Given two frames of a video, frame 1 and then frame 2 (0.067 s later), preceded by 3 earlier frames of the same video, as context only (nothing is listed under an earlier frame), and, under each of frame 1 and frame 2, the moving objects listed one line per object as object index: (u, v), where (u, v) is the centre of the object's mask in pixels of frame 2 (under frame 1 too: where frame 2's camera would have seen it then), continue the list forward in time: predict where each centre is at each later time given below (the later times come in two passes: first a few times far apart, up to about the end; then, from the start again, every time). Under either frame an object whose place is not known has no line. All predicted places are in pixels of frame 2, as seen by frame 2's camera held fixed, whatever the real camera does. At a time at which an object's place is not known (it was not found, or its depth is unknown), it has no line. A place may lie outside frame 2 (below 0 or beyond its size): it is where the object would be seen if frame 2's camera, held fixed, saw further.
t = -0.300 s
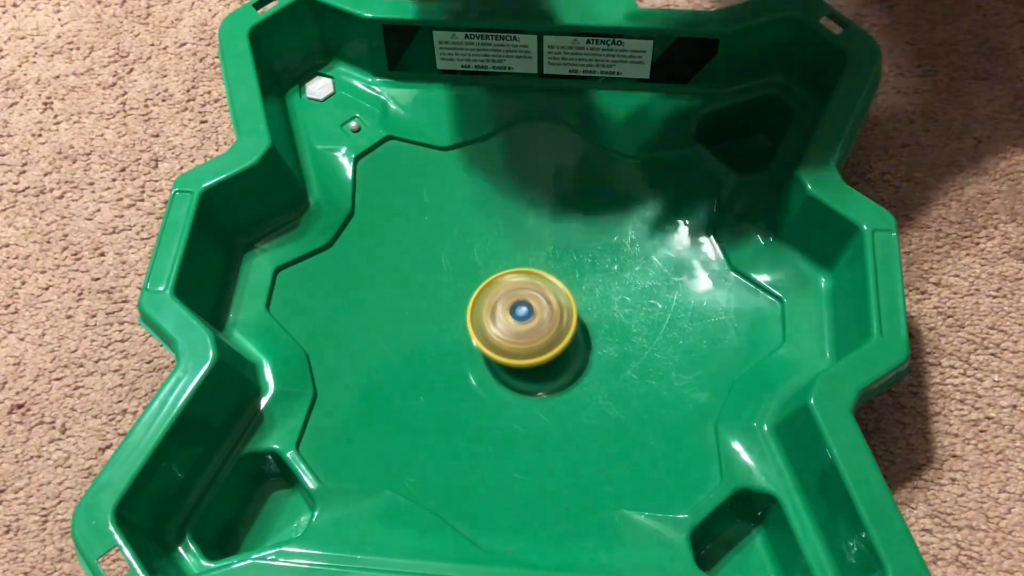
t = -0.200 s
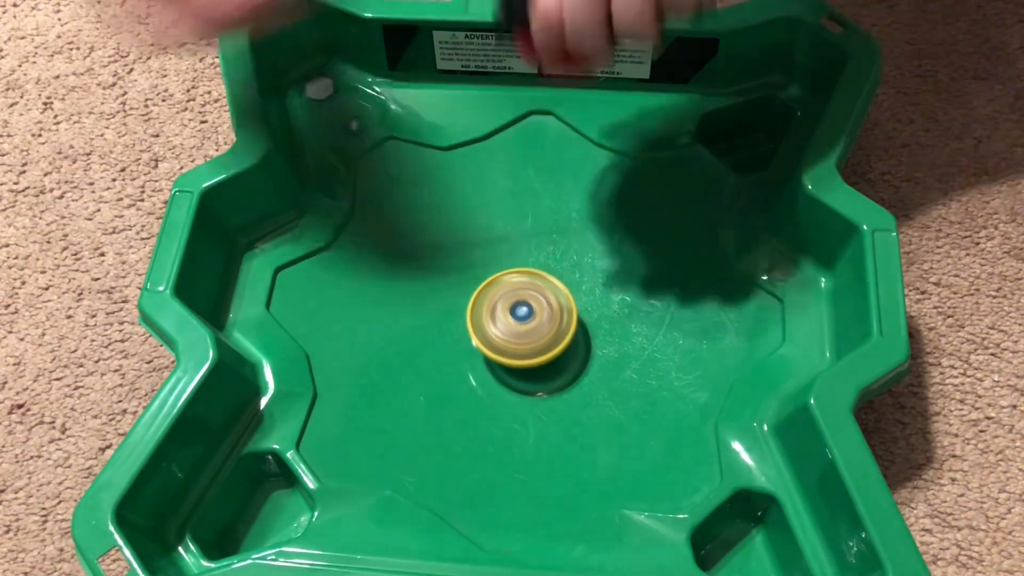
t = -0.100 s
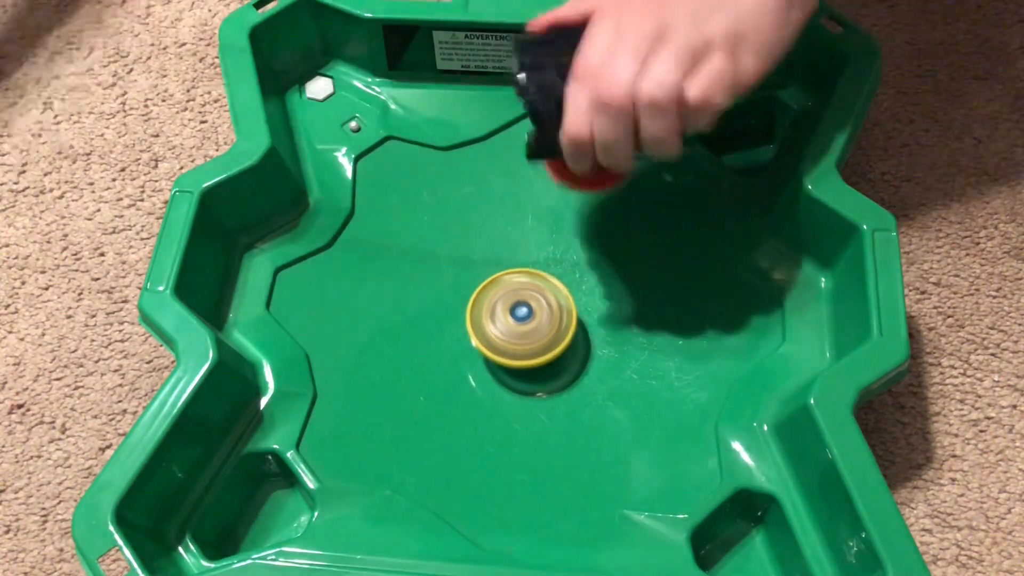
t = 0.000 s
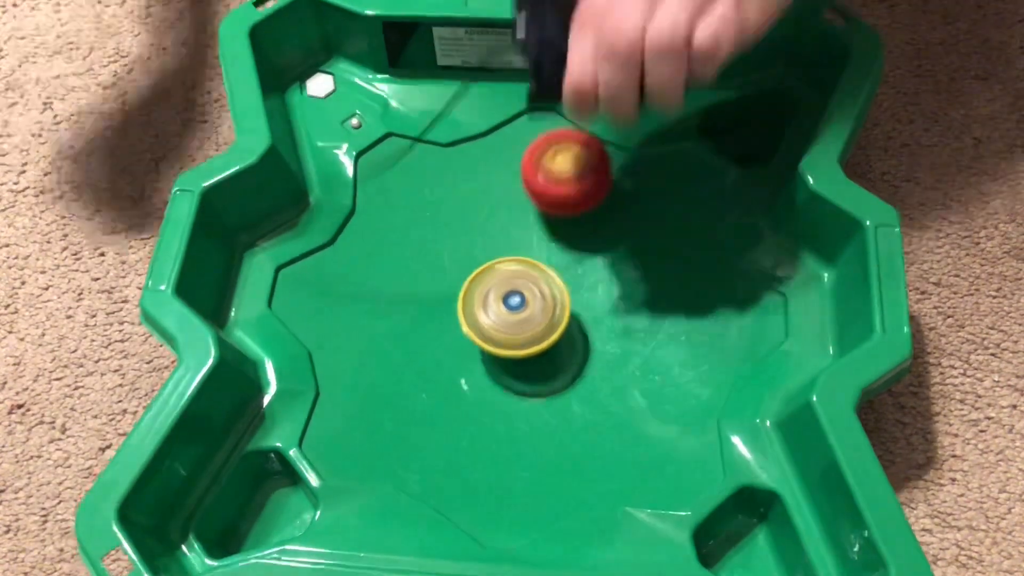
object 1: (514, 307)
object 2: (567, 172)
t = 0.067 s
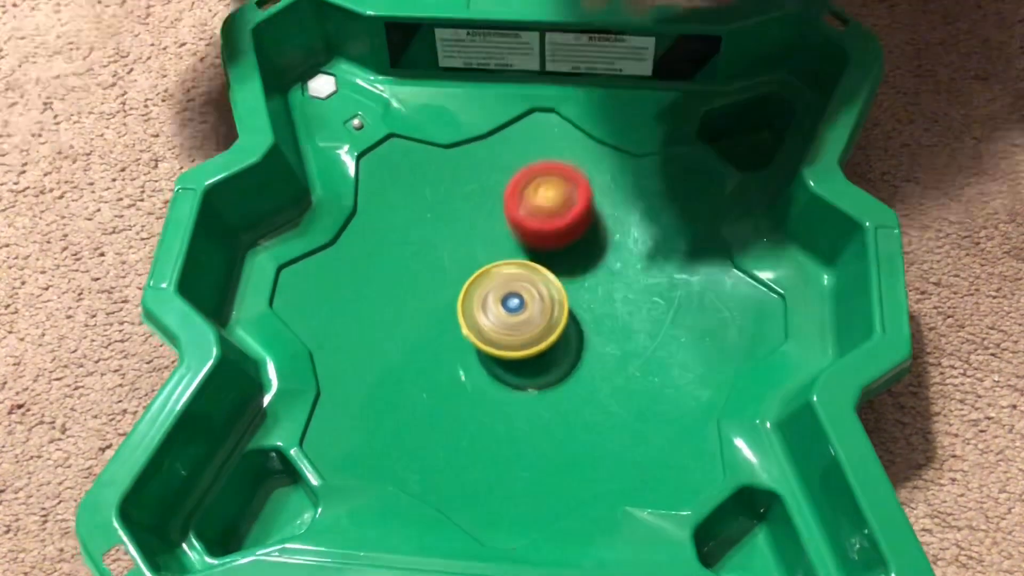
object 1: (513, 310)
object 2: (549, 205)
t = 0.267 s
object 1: (499, 460)
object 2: (552, 148)
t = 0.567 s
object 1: (577, 455)
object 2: (654, 245)
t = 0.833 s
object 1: (516, 436)
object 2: (621, 335)
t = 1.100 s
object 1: (501, 386)
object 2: (494, 232)
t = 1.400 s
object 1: (486, 344)
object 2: (596, 158)
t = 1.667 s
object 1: (478, 309)
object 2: (629, 331)
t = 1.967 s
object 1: (483, 253)
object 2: (375, 356)
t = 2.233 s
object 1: (499, 224)
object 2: (376, 196)
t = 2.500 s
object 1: (632, 246)
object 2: (537, 183)
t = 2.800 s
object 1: (681, 358)
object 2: (417, 304)
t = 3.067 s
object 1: (569, 368)
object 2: (355, 299)
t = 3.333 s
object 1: (628, 399)
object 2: (409, 272)
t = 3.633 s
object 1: (635, 391)
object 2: (516, 398)
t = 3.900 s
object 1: (574, 376)
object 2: (455, 466)
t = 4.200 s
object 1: (641, 272)
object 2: (325, 375)
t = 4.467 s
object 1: (555, 113)
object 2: (450, 278)
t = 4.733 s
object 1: (456, 178)
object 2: (600, 322)
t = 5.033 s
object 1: (447, 264)
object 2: (612, 416)
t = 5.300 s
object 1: (451, 312)
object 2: (559, 364)
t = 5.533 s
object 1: (436, 331)
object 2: (660, 320)
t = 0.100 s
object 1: (514, 317)
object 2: (543, 212)
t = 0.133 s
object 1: (505, 359)
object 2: (542, 190)
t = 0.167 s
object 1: (499, 396)
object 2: (543, 172)
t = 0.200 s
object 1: (495, 424)
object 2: (545, 160)
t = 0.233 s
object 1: (495, 446)
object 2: (548, 152)
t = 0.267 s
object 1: (499, 460)
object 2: (552, 148)
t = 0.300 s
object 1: (507, 469)
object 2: (559, 149)
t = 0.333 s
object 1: (516, 474)
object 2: (567, 154)
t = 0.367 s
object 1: (526, 476)
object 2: (577, 162)
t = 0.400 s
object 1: (536, 476)
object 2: (587, 172)
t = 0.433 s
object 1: (547, 475)
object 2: (599, 184)
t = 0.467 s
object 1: (555, 472)
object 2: (613, 197)
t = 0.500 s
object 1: (564, 468)
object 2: (627, 211)
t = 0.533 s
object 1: (571, 462)
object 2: (640, 227)
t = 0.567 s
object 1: (577, 455)
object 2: (654, 245)
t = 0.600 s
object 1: (581, 446)
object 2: (664, 267)
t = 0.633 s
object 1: (583, 435)
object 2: (670, 290)
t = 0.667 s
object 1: (583, 425)
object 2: (667, 315)
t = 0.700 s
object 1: (581, 414)
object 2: (657, 339)
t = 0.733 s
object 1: (563, 424)
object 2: (655, 339)
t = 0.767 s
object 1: (544, 433)
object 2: (650, 337)
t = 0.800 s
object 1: (528, 436)
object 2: (639, 336)
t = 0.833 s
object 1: (516, 436)
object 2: (621, 335)
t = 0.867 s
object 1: (508, 432)
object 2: (601, 331)
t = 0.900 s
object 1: (503, 426)
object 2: (578, 325)
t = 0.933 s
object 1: (501, 419)
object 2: (556, 314)
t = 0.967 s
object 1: (500, 412)
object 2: (536, 301)
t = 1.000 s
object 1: (499, 405)
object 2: (519, 285)
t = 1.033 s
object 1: (500, 398)
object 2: (507, 268)
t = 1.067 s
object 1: (501, 392)
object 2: (498, 250)
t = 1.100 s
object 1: (501, 386)
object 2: (494, 232)
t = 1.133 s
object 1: (501, 381)
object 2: (493, 216)
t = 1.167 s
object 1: (500, 376)
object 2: (496, 200)
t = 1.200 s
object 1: (499, 371)
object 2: (503, 186)
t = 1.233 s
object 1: (497, 367)
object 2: (513, 174)
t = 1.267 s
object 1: (495, 362)
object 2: (525, 165)
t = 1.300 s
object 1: (493, 357)
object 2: (540, 157)
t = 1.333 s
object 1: (491, 353)
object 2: (557, 154)
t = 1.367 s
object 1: (488, 348)
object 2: (577, 154)
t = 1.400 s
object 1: (486, 344)
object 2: (596, 158)
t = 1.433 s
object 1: (484, 340)
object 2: (616, 166)
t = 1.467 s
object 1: (482, 335)
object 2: (635, 181)
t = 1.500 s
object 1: (481, 331)
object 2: (651, 199)
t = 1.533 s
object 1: (480, 327)
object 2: (662, 223)
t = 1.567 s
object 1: (479, 322)
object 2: (665, 252)
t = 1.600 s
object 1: (479, 318)
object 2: (661, 281)
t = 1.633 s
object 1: (479, 313)
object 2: (649, 308)
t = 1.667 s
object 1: (478, 309)
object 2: (629, 331)
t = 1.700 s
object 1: (478, 305)
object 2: (604, 353)
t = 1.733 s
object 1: (479, 300)
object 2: (574, 370)
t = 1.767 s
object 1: (479, 296)
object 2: (542, 379)
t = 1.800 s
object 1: (480, 291)
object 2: (509, 385)
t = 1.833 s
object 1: (480, 281)
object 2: (479, 388)
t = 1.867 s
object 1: (480, 273)
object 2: (449, 388)
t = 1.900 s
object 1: (481, 266)
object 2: (422, 382)
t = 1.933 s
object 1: (482, 259)
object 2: (397, 371)
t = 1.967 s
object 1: (483, 253)
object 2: (375, 356)
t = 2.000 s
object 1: (484, 247)
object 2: (357, 339)
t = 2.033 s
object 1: (485, 242)
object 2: (342, 318)
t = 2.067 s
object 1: (487, 237)
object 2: (332, 296)
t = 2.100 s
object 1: (489, 233)
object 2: (327, 272)
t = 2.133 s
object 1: (491, 230)
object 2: (328, 249)
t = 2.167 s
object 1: (494, 228)
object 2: (335, 227)
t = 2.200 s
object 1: (496, 226)
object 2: (351, 209)
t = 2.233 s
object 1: (499, 224)
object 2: (376, 196)
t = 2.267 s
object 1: (502, 223)
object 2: (404, 184)
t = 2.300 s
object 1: (520, 227)
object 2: (419, 171)
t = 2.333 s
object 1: (549, 235)
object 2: (429, 159)
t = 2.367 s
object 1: (573, 242)
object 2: (445, 152)
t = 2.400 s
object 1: (593, 247)
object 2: (465, 151)
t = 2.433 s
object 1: (608, 249)
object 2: (489, 156)
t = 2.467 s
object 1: (621, 249)
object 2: (514, 167)
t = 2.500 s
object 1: (632, 246)
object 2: (537, 183)
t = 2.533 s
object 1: (645, 244)
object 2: (552, 202)
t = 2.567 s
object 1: (699, 252)
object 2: (534, 215)
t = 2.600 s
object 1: (730, 260)
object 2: (514, 232)
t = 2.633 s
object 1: (730, 278)
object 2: (496, 248)
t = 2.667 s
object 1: (727, 301)
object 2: (478, 263)
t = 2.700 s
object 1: (721, 320)
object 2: (462, 276)
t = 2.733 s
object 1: (711, 337)
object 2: (446, 288)
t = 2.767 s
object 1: (698, 350)
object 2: (431, 297)
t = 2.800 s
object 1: (681, 358)
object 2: (417, 304)
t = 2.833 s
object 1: (661, 364)
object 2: (404, 309)
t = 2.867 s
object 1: (642, 367)
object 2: (392, 311)
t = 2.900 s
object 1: (623, 369)
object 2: (382, 311)
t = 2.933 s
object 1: (607, 369)
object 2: (373, 311)
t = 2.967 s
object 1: (593, 369)
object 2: (366, 309)
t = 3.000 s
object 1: (581, 368)
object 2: (360, 306)
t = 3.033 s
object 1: (573, 368)
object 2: (357, 303)
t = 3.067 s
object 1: (569, 368)
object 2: (355, 299)
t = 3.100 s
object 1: (568, 370)
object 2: (354, 294)
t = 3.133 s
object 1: (570, 373)
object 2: (355, 289)
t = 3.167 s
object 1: (577, 378)
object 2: (358, 283)
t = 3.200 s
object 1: (586, 383)
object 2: (363, 278)
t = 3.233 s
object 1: (598, 389)
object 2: (371, 273)
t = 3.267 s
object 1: (609, 394)
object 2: (382, 269)
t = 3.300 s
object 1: (619, 397)
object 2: (395, 269)
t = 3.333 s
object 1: (628, 399)
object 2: (409, 272)
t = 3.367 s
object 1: (634, 399)
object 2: (426, 278)
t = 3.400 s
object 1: (640, 399)
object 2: (443, 288)
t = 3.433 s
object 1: (644, 398)
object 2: (460, 301)
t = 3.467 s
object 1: (646, 397)
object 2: (475, 315)
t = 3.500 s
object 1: (647, 396)
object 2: (489, 331)
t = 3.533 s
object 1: (646, 395)
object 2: (500, 348)
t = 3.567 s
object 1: (643, 394)
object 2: (508, 365)
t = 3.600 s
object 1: (640, 392)
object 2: (514, 382)
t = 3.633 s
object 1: (635, 391)
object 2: (516, 398)
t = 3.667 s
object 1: (628, 389)
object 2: (517, 413)
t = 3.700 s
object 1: (622, 387)
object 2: (514, 427)
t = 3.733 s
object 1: (614, 385)
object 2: (508, 439)
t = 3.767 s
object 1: (606, 384)
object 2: (501, 450)
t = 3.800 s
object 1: (598, 382)
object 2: (492, 458)
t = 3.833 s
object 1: (591, 380)
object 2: (480, 464)
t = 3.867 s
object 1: (583, 378)
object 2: (468, 467)
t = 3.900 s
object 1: (574, 376)
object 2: (455, 466)
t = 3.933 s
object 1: (565, 374)
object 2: (442, 462)
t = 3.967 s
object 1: (557, 372)
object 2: (430, 452)
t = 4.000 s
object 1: (548, 369)
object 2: (423, 439)
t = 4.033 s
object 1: (540, 367)
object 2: (419, 422)
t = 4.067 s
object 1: (531, 364)
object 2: (421, 403)
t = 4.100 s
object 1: (546, 352)
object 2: (408, 393)
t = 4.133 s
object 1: (587, 323)
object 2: (370, 391)
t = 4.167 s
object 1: (621, 296)
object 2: (341, 385)
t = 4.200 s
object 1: (641, 272)
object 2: (325, 375)
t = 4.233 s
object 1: (655, 247)
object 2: (321, 361)
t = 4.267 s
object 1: (659, 222)
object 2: (327, 346)
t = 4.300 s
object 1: (652, 200)
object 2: (342, 328)
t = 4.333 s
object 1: (639, 176)
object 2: (360, 311)
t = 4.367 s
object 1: (621, 156)
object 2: (382, 297)
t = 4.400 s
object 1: (599, 137)
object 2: (404, 288)
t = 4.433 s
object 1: (577, 123)
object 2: (427, 282)
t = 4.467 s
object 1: (555, 113)
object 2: (450, 278)
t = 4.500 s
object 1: (536, 108)
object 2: (472, 277)
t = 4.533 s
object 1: (520, 108)
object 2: (493, 278)
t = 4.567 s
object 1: (505, 114)
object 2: (514, 282)
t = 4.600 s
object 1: (492, 125)
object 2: (532, 287)
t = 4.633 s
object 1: (481, 138)
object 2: (549, 294)
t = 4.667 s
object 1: (470, 152)
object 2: (566, 303)
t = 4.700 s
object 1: (462, 165)
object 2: (583, 312)
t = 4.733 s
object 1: (456, 178)
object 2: (600, 322)
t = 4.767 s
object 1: (452, 192)
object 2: (615, 333)
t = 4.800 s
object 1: (448, 204)
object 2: (626, 346)
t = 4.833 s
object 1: (447, 214)
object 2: (634, 359)
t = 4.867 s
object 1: (446, 224)
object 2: (638, 373)
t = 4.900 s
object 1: (446, 233)
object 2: (639, 387)
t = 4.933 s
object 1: (445, 241)
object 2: (635, 398)
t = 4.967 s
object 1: (446, 249)
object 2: (628, 406)
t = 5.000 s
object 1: (447, 256)
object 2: (620, 412)
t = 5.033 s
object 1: (447, 264)
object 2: (612, 416)
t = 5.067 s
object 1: (449, 272)
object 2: (602, 417)
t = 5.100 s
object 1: (451, 279)
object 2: (591, 417)
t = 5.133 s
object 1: (453, 287)
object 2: (580, 413)
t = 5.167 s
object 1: (455, 295)
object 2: (570, 407)
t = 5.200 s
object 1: (458, 302)
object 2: (561, 398)
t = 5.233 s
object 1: (461, 309)
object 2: (553, 386)
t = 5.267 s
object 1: (462, 314)
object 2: (549, 375)
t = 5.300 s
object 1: (451, 312)
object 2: (559, 364)
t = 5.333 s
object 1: (443, 311)
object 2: (573, 349)
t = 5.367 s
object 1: (439, 312)
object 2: (588, 335)
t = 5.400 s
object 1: (437, 315)
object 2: (604, 324)
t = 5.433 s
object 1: (436, 319)
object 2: (621, 318)
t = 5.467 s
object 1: (436, 324)
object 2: (635, 315)
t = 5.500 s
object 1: (435, 328)
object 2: (649, 316)
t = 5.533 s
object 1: (436, 331)
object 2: (660, 320)
